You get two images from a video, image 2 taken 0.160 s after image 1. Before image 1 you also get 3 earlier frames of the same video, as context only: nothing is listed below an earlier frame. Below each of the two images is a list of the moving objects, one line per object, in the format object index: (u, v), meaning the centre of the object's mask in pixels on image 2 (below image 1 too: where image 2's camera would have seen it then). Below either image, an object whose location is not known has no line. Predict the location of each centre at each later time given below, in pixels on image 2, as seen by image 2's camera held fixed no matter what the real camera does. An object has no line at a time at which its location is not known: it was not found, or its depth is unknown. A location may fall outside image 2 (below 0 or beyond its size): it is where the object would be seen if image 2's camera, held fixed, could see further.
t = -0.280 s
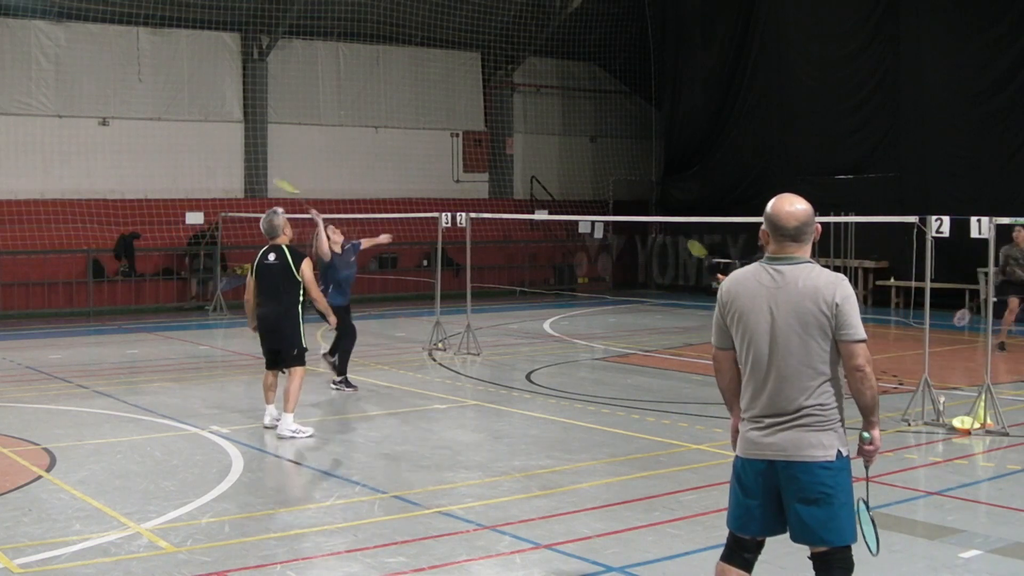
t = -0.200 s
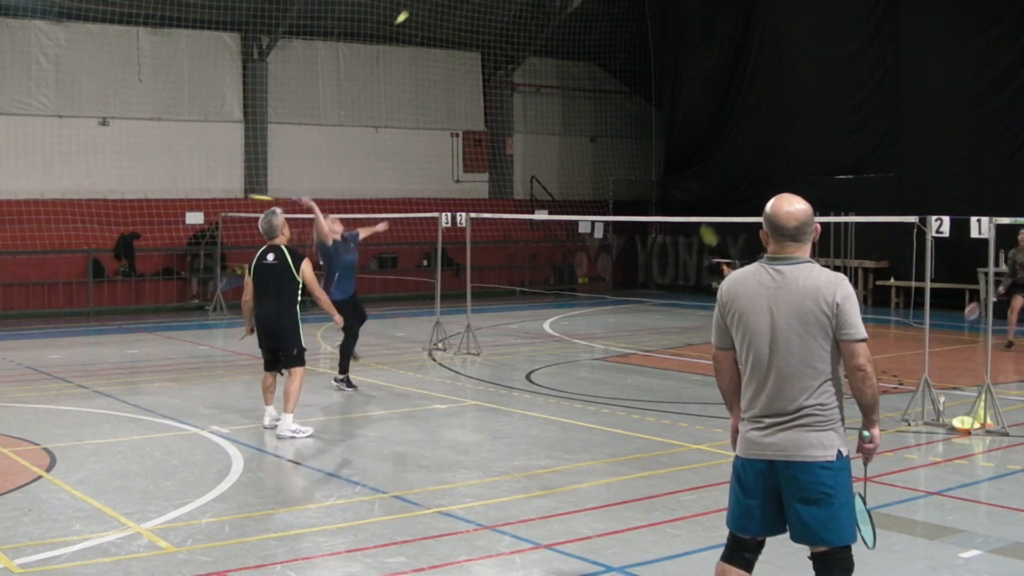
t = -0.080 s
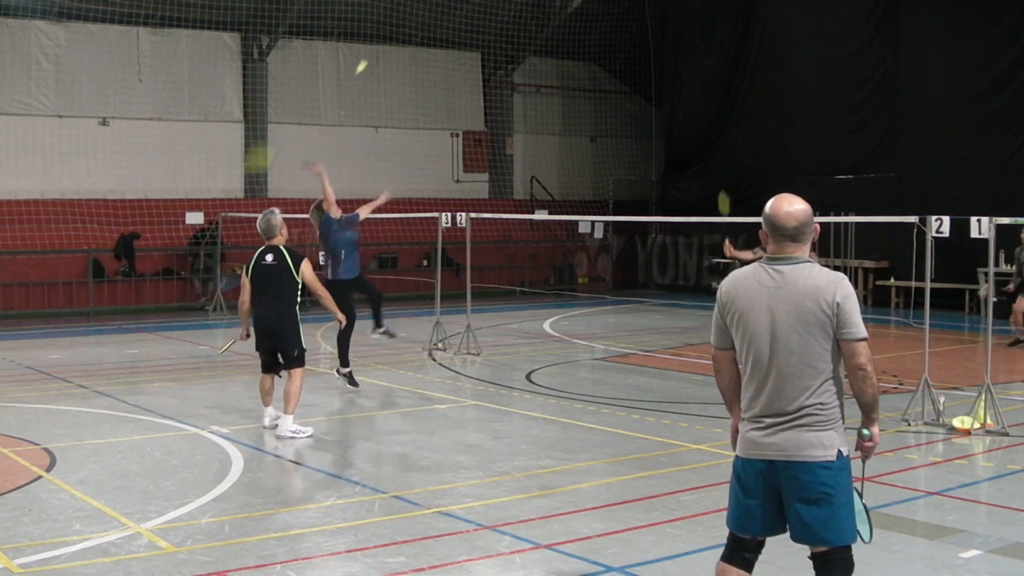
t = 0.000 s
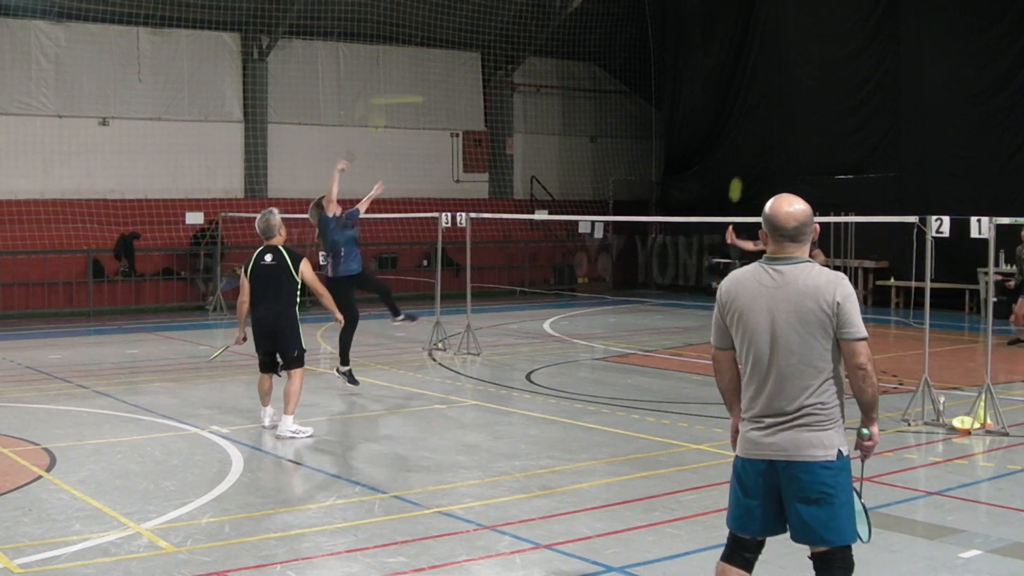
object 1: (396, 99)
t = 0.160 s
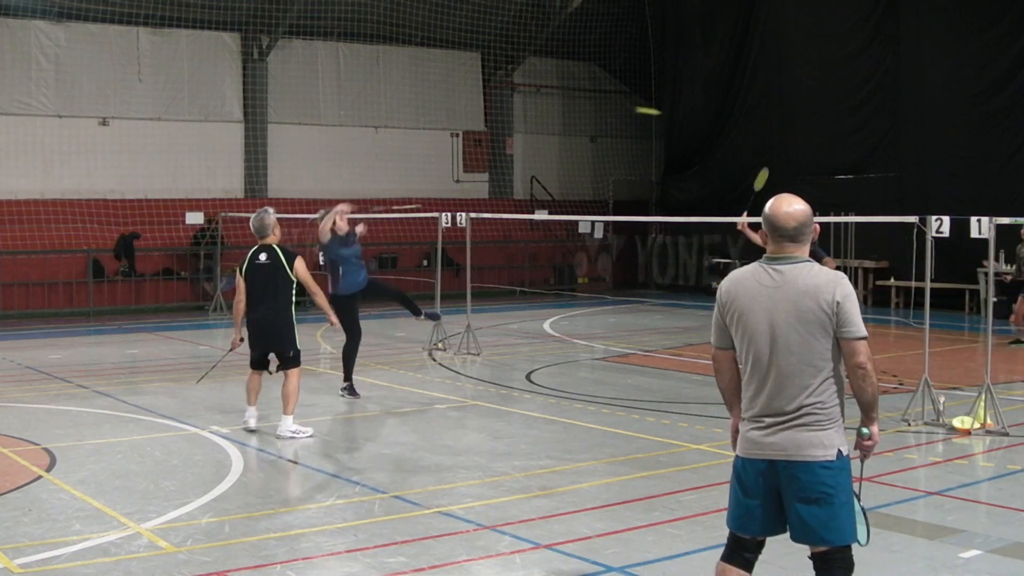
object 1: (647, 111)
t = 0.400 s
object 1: (820, 159)
